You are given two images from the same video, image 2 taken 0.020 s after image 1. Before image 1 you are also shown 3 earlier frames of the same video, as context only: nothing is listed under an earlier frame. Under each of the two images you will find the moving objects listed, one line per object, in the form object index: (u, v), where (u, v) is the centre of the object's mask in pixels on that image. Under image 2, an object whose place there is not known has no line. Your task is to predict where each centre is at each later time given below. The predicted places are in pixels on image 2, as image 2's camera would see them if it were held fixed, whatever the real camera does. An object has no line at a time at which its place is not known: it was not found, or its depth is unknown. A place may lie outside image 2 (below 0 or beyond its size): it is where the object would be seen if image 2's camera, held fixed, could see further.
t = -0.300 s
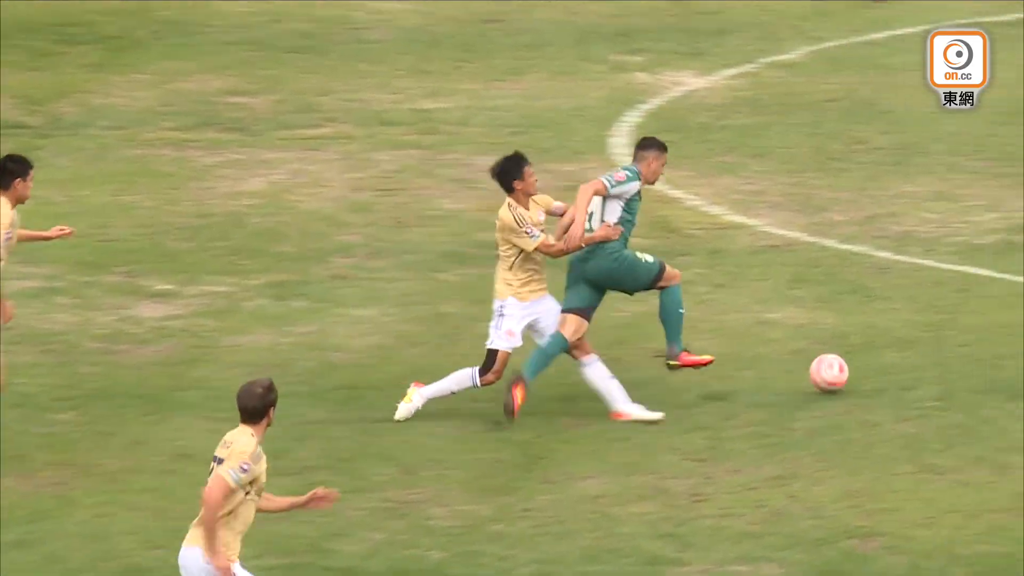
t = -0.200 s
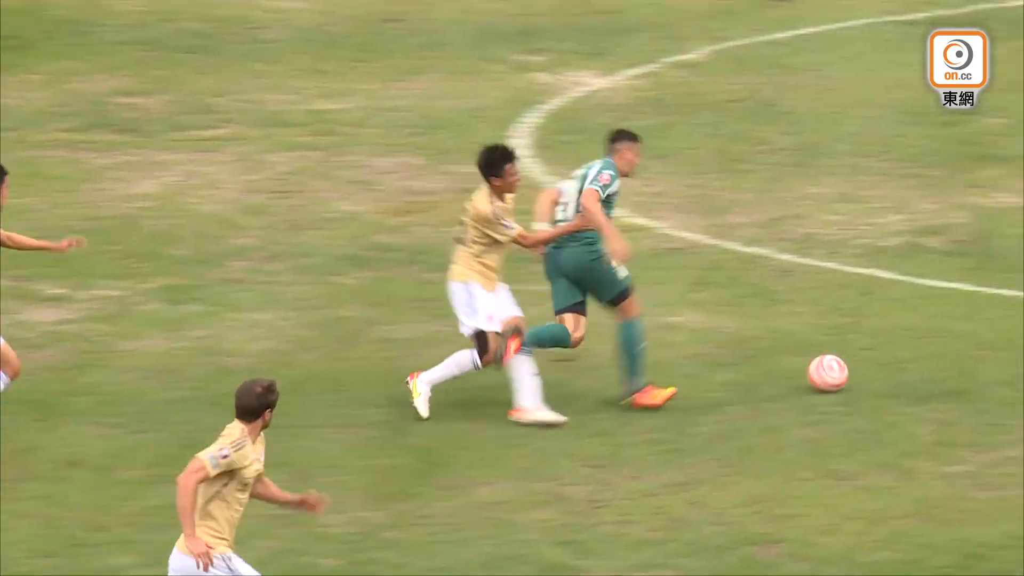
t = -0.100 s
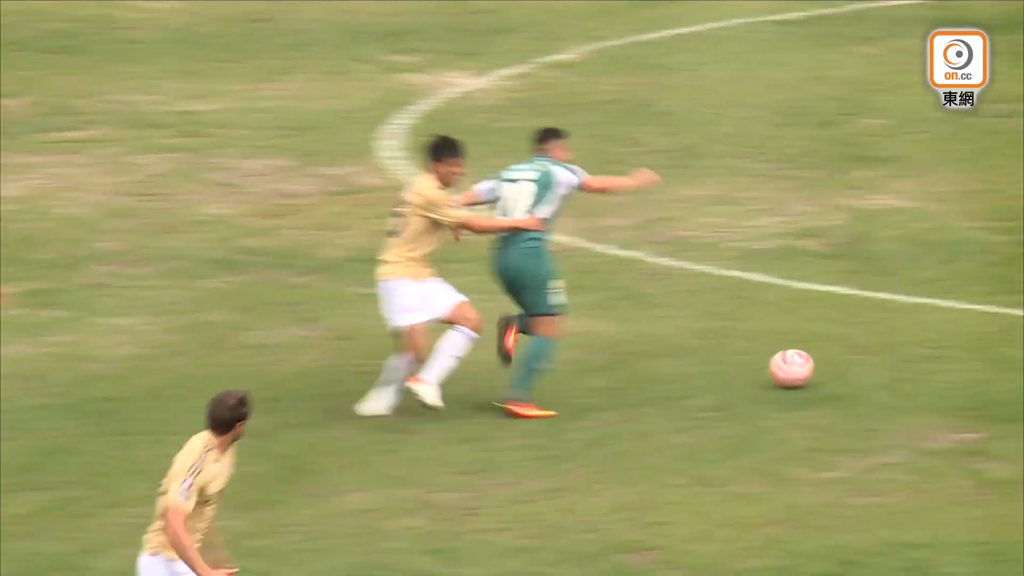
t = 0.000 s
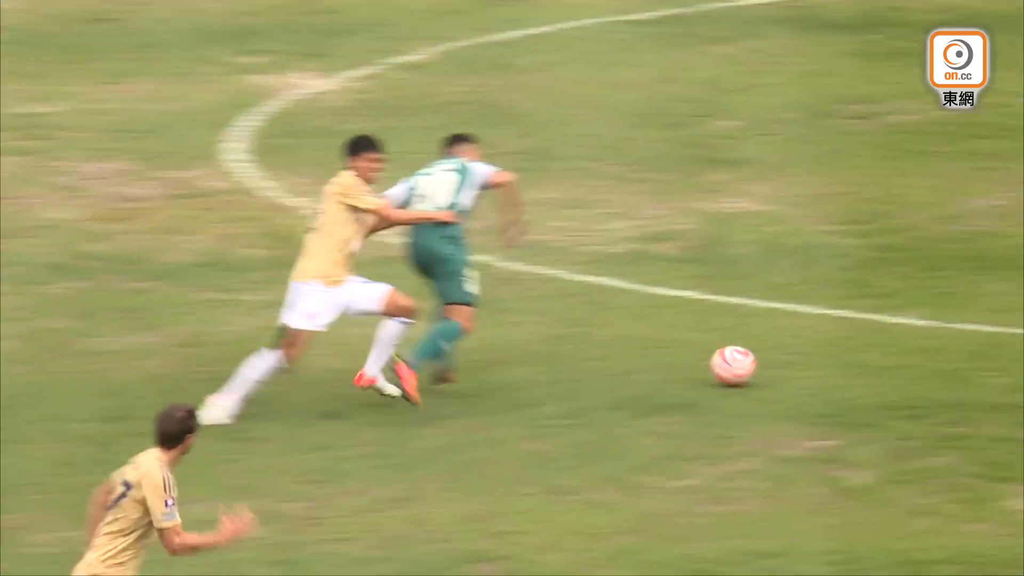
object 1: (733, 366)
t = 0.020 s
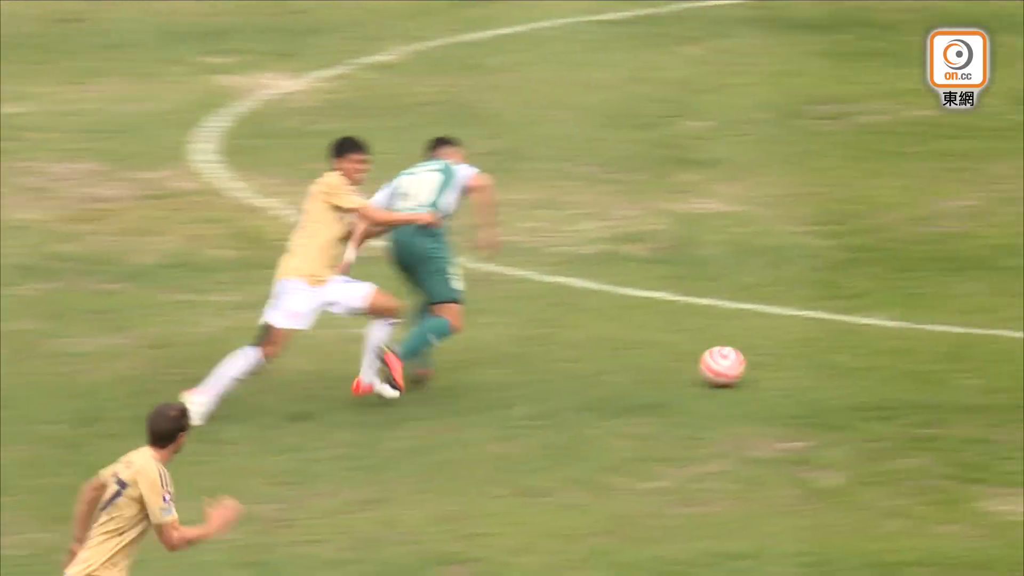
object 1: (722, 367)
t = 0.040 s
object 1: (740, 365)
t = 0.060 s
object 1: (756, 363)
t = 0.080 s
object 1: (773, 361)
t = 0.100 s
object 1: (791, 358)
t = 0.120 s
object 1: (808, 357)
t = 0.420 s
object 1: (1052, 332)
